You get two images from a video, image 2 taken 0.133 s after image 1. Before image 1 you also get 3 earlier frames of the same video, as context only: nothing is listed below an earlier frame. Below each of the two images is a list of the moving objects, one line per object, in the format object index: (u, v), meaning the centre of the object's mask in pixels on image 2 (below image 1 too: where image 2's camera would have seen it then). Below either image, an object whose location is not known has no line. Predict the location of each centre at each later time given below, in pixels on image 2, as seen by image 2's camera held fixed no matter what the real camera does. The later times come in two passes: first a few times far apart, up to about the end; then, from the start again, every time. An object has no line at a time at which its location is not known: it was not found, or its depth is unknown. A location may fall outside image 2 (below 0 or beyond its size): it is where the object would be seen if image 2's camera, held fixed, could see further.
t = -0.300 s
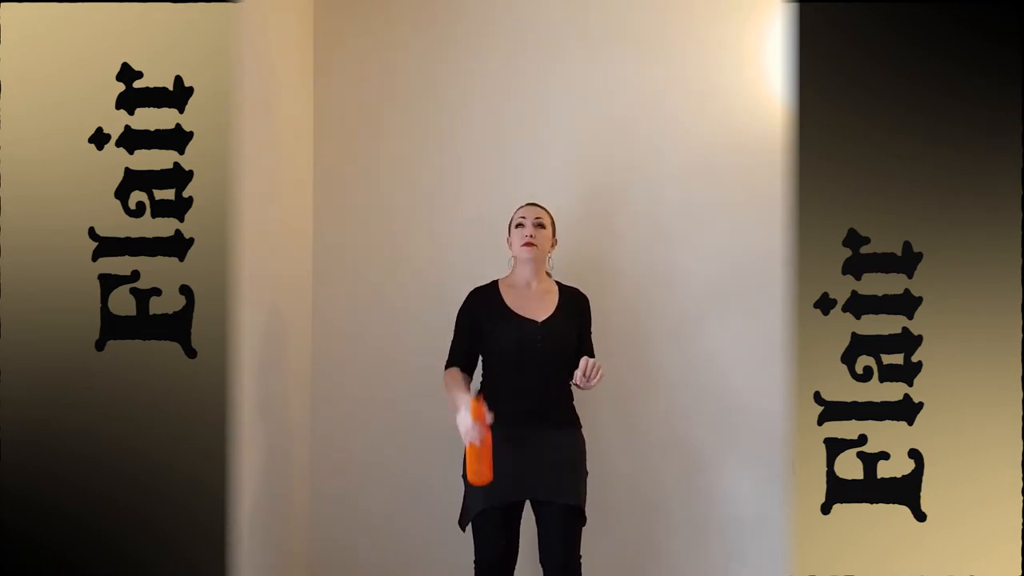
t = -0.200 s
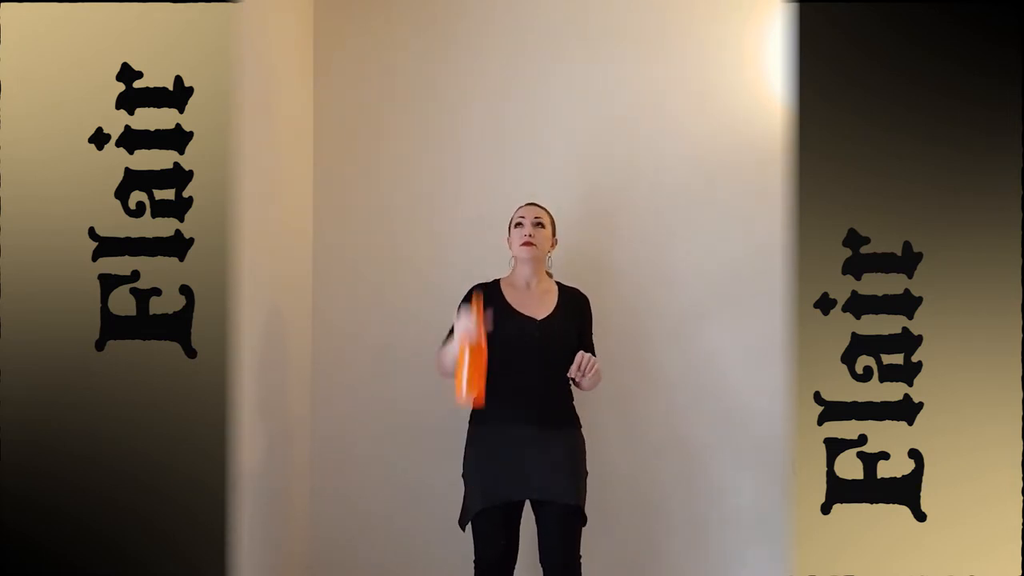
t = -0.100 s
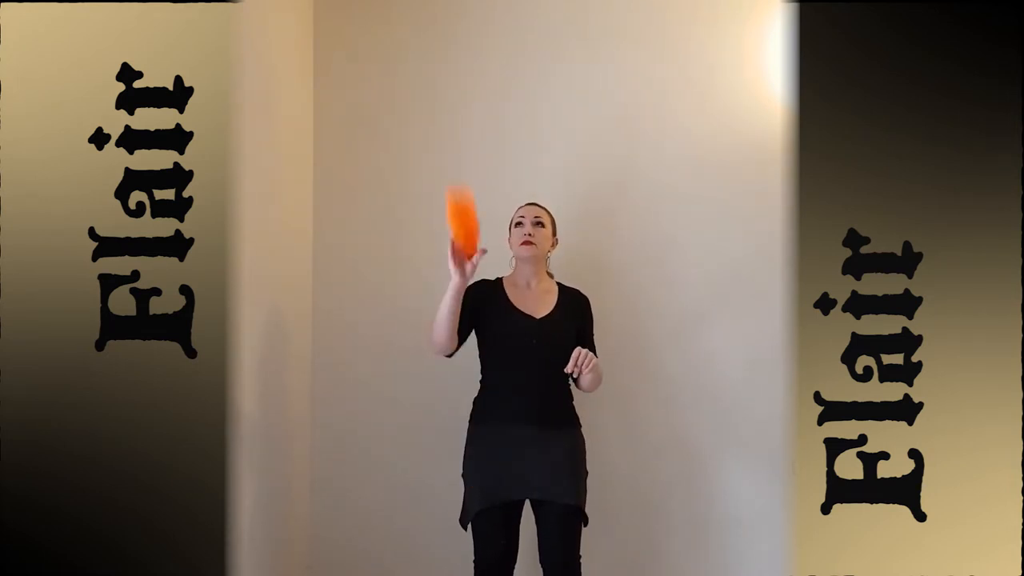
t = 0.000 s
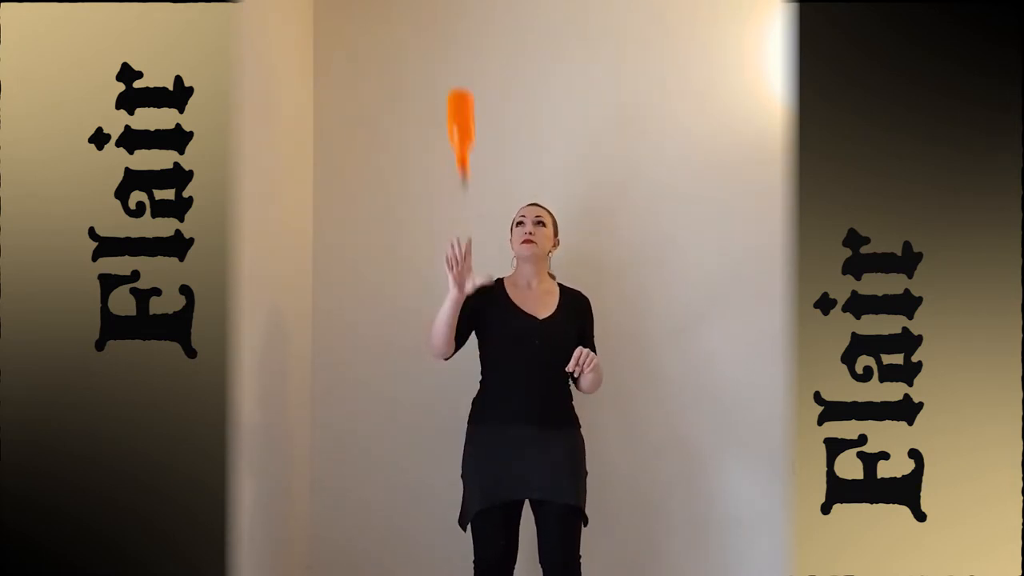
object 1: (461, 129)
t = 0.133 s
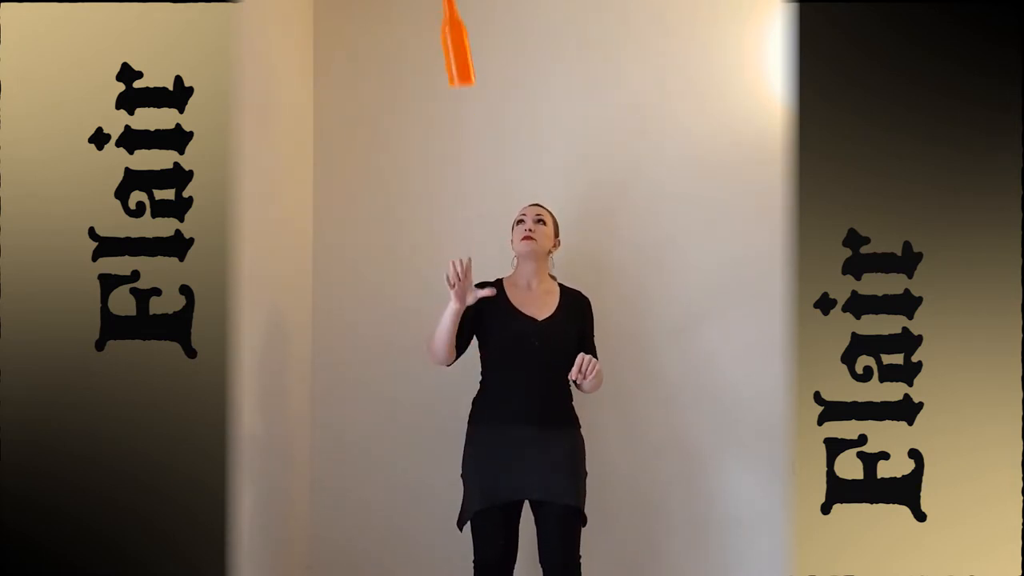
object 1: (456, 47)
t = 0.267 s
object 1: (451, 26)
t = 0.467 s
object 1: (444, 105)
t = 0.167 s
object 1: (455, 41)
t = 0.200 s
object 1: (454, 34)
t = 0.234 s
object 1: (451, 27)
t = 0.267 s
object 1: (451, 26)
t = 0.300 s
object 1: (451, 36)
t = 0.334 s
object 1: (450, 44)
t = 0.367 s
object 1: (448, 53)
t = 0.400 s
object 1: (447, 65)
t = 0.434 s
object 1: (445, 84)
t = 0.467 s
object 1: (444, 105)
